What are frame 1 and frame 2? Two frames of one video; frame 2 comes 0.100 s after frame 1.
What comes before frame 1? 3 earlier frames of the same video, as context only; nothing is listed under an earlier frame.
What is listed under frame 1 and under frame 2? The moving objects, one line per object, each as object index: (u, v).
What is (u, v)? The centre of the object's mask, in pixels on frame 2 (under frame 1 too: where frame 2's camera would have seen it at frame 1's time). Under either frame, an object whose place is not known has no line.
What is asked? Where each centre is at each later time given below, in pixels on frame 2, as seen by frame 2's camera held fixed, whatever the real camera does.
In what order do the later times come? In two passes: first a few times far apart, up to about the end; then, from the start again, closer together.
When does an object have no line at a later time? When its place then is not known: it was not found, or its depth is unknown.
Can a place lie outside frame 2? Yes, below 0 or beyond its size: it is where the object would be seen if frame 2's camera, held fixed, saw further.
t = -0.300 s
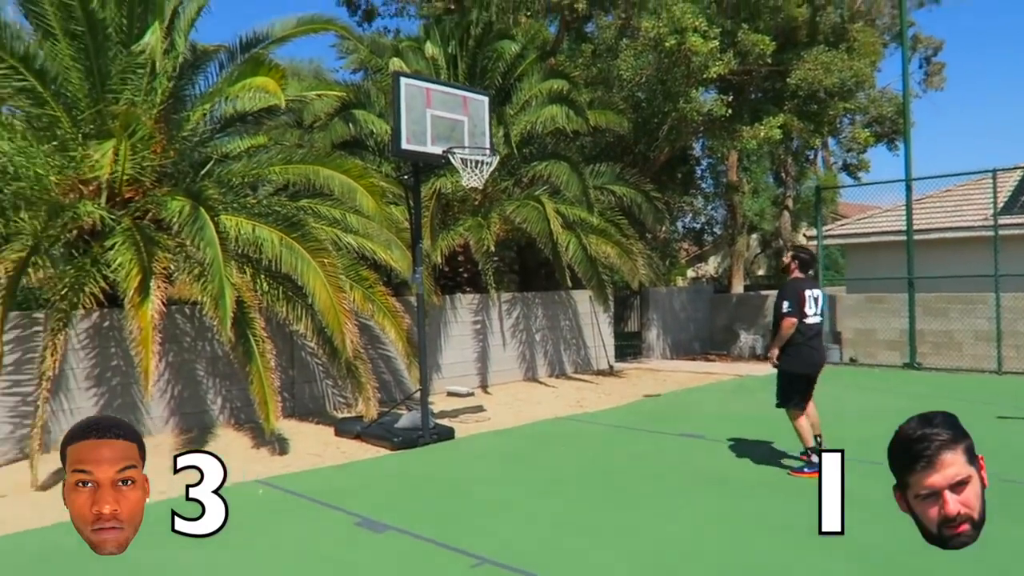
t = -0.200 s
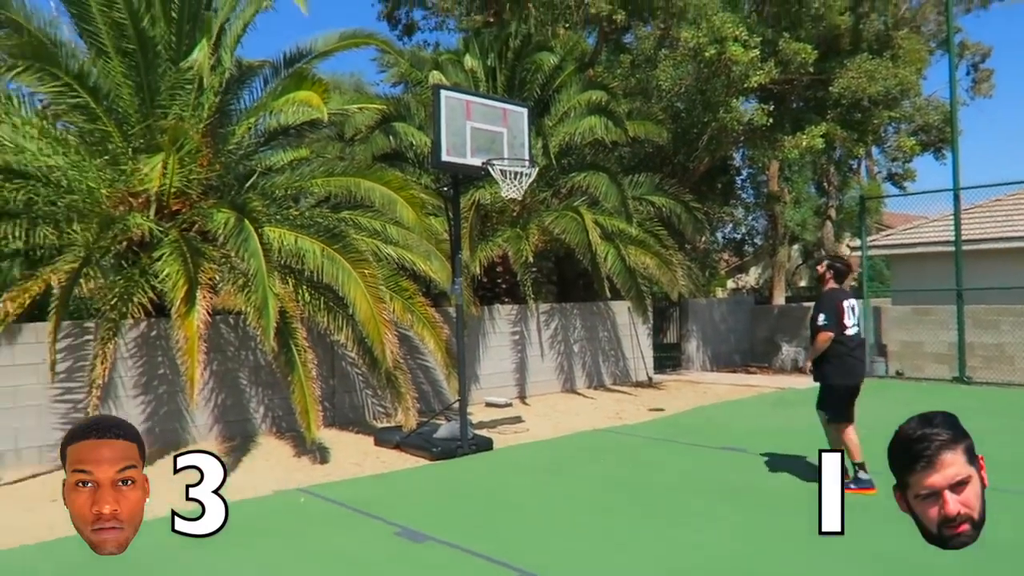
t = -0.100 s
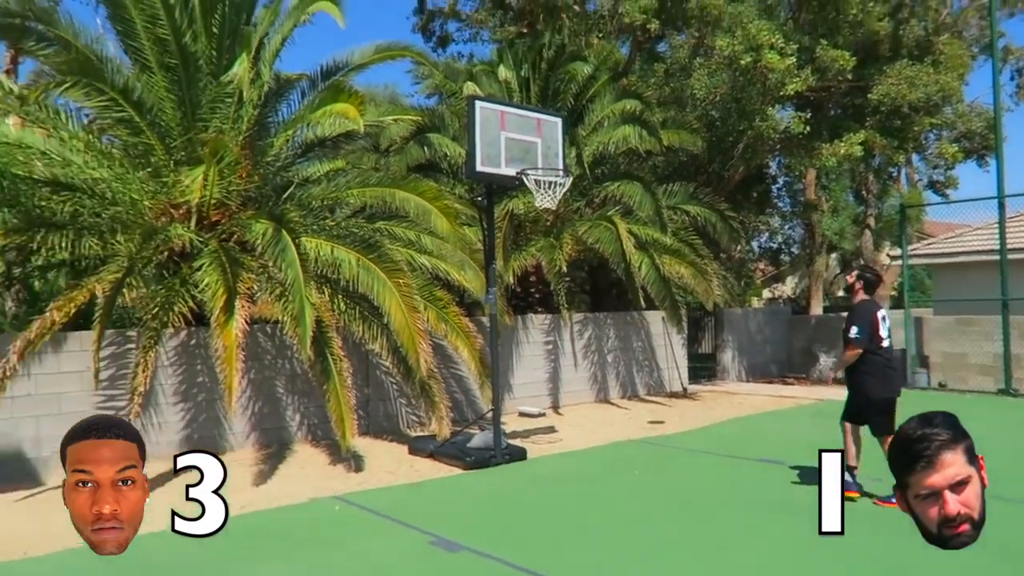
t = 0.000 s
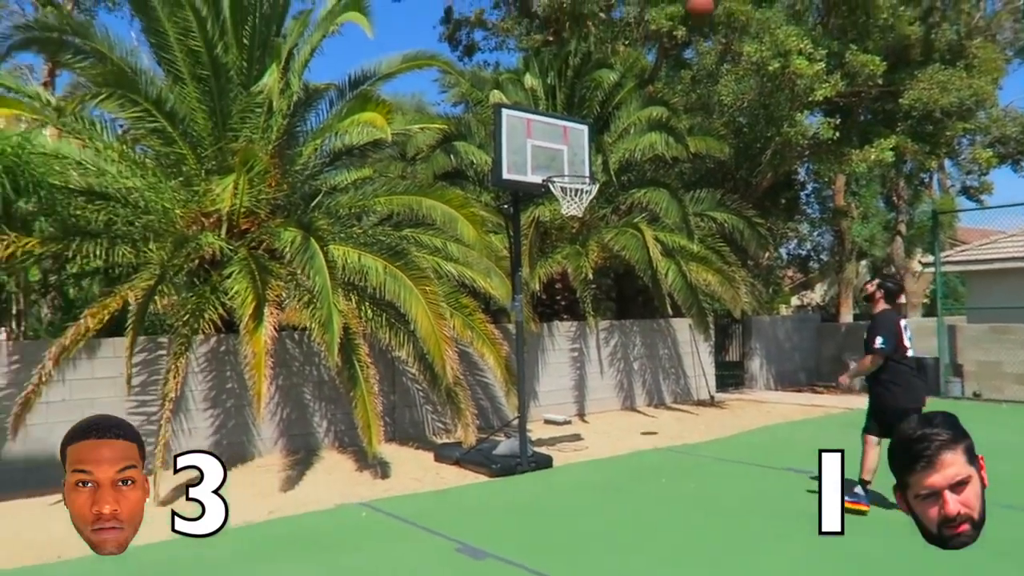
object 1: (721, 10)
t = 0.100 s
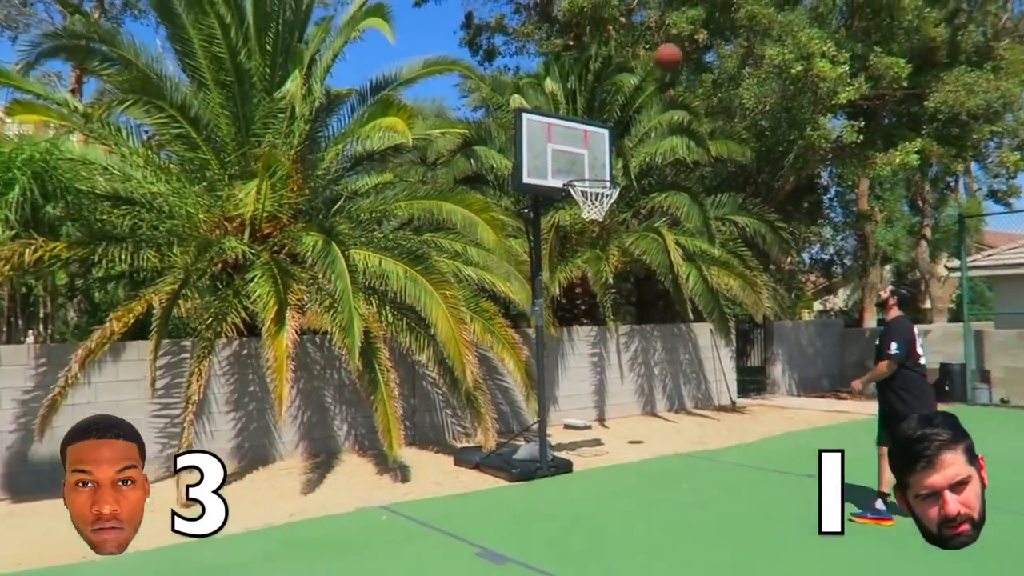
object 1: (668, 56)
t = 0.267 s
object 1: (583, 153)
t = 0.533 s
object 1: (561, 101)
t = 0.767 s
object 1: (560, 88)
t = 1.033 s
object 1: (561, 152)
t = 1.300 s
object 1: (564, 316)
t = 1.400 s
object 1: (567, 409)
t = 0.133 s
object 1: (651, 73)
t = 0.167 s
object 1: (633, 90)
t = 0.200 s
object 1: (616, 111)
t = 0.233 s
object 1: (600, 132)
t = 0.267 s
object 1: (583, 153)
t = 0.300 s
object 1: (569, 171)
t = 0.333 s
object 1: (562, 158)
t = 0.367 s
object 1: (562, 145)
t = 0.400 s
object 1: (561, 134)
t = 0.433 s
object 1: (561, 124)
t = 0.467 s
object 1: (562, 115)
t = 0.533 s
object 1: (561, 101)
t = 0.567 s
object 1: (562, 96)
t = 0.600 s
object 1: (561, 91)
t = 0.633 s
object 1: (561, 88)
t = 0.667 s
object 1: (561, 86)
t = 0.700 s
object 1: (561, 86)
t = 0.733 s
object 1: (561, 86)
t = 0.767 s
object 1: (560, 88)
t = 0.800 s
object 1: (560, 91)
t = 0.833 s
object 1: (561, 95)
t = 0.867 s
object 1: (561, 100)
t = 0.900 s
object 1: (561, 108)
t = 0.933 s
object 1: (561, 117)
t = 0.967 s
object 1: (561, 127)
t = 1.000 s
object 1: (561, 138)
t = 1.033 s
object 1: (561, 152)
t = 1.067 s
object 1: (562, 166)
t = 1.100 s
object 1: (562, 182)
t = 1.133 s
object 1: (563, 200)
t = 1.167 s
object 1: (562, 219)
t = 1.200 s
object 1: (563, 241)
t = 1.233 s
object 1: (564, 265)
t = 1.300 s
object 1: (564, 316)
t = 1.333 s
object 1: (566, 345)
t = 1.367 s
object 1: (566, 377)
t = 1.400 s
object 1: (567, 409)
